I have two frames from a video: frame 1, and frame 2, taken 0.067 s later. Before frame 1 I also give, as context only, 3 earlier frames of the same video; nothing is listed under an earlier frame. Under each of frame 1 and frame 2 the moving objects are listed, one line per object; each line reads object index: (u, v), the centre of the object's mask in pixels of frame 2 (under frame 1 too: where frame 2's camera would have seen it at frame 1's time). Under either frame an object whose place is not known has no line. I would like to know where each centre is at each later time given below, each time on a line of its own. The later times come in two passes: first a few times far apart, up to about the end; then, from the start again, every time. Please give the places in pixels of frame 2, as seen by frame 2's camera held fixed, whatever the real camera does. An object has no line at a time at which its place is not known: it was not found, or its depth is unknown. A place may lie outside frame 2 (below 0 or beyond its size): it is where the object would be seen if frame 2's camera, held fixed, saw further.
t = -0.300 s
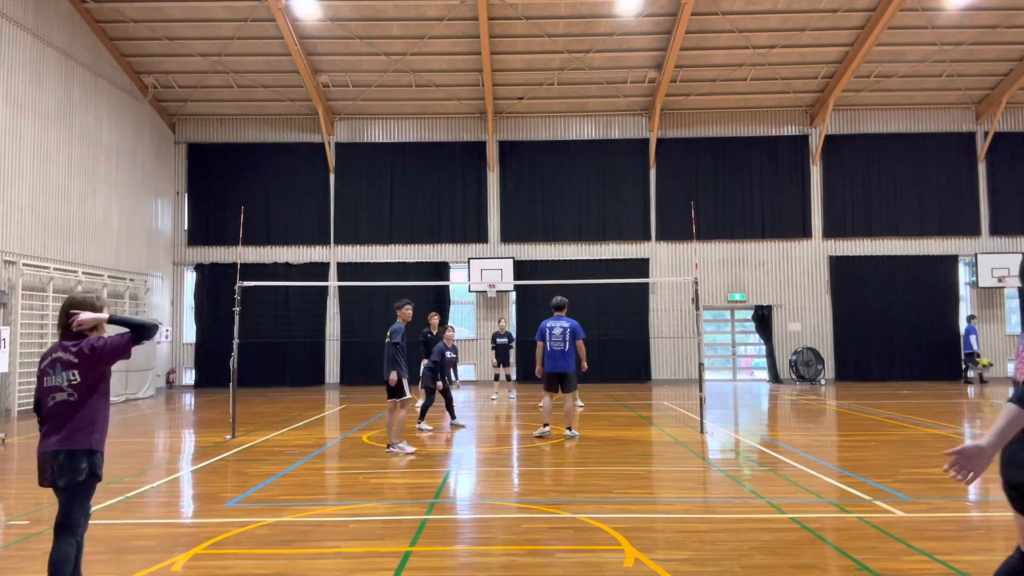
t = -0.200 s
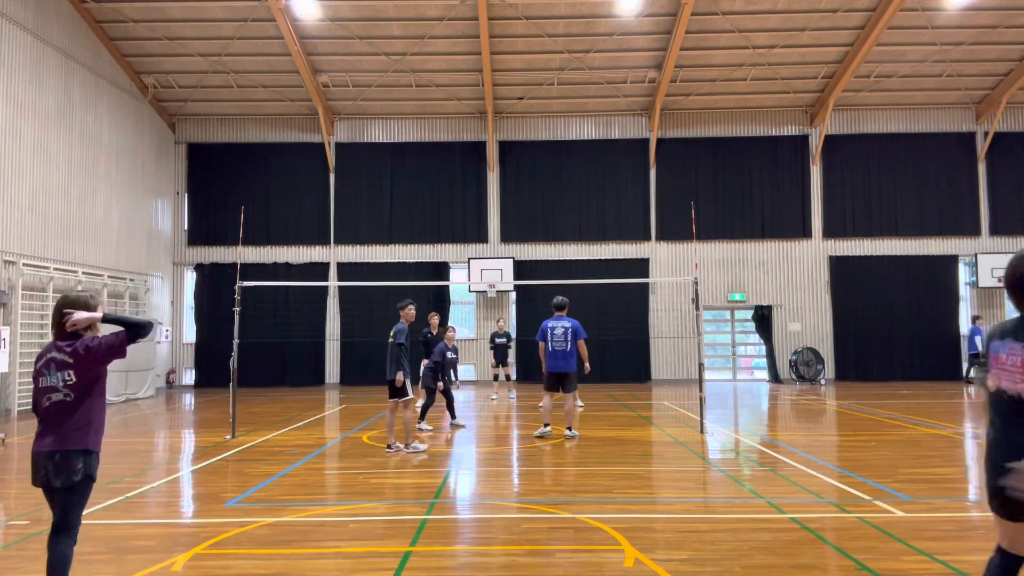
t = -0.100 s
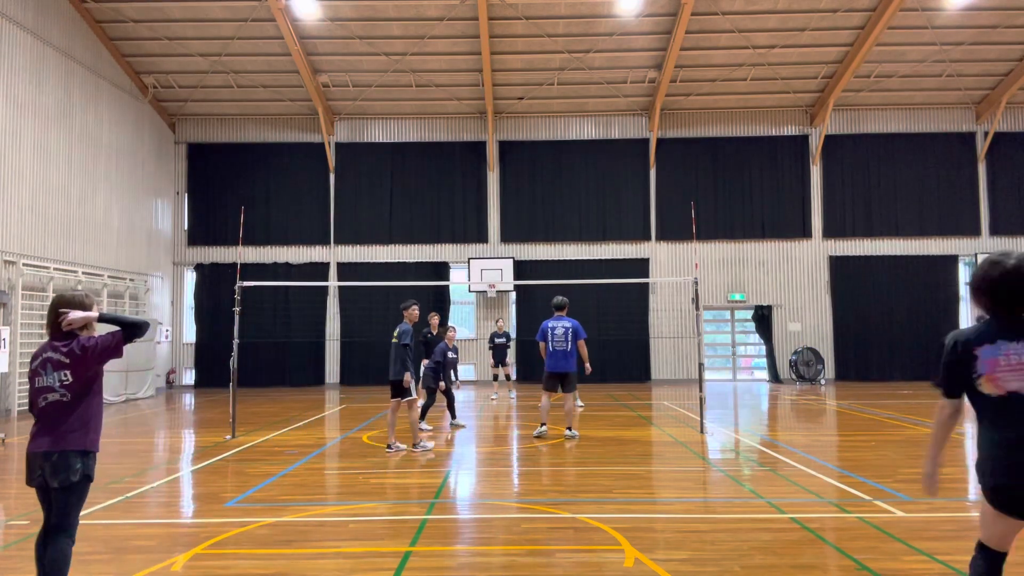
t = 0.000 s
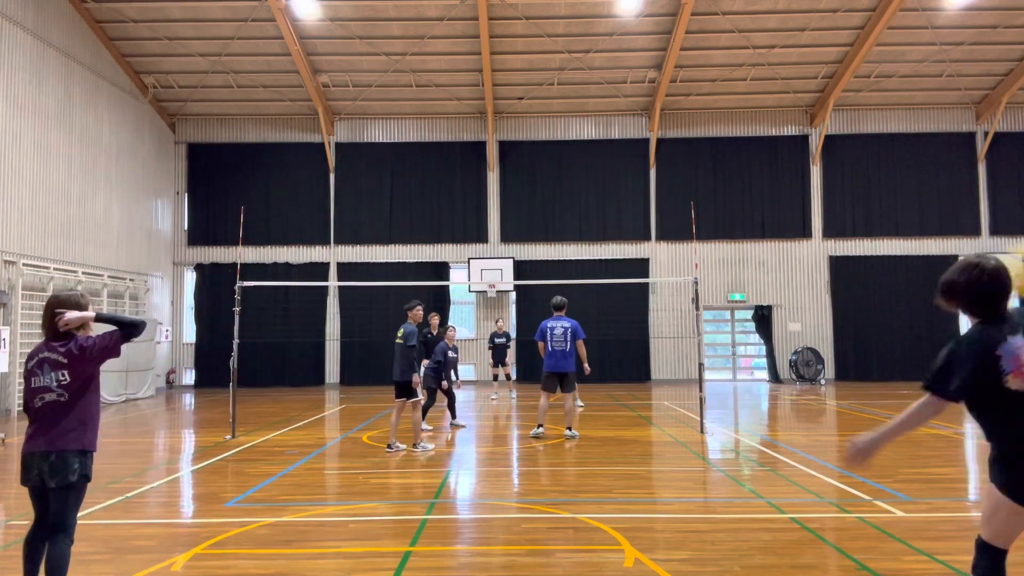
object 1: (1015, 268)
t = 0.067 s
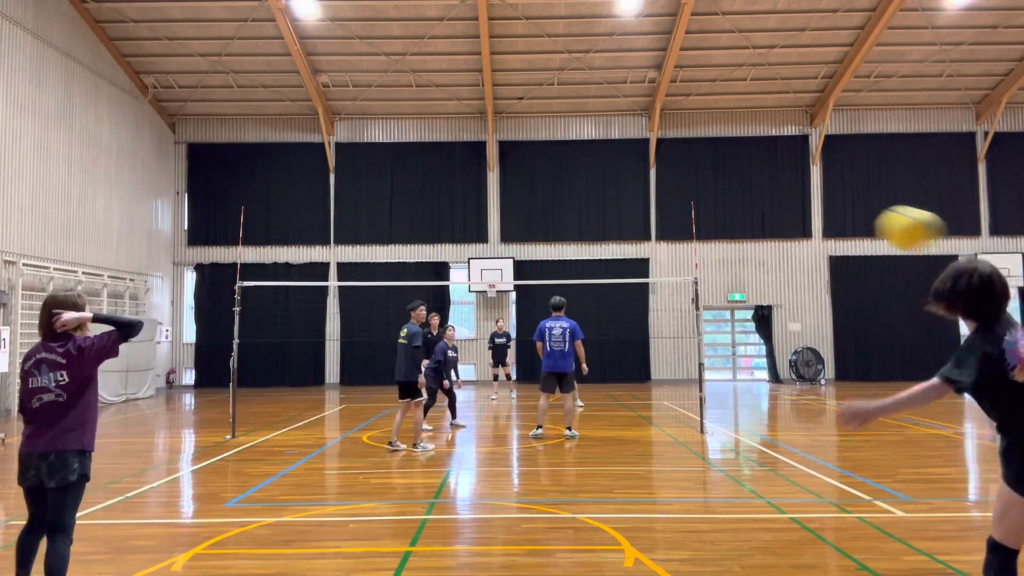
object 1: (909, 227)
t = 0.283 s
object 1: (713, 198)
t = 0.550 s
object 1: (622, 240)
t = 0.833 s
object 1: (577, 314)
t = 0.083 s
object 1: (885, 221)
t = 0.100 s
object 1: (864, 216)
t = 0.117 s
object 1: (846, 212)
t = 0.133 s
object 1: (826, 207)
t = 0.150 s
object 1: (808, 204)
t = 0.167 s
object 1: (791, 202)
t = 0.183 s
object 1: (779, 200)
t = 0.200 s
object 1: (766, 199)
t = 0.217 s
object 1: (754, 198)
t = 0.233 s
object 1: (742, 197)
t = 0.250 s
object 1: (732, 198)
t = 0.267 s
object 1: (722, 198)
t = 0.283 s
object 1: (713, 198)
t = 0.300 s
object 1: (704, 199)
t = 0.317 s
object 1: (696, 201)
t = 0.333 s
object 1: (689, 202)
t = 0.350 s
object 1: (682, 204)
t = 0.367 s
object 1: (675, 207)
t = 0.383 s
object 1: (669, 209)
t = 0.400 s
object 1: (663, 211)
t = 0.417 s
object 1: (658, 214)
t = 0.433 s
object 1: (652, 217)
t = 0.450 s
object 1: (647, 220)
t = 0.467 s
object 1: (642, 223)
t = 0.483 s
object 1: (638, 227)
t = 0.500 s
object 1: (634, 230)
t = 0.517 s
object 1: (630, 233)
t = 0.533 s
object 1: (626, 237)
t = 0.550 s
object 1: (622, 240)
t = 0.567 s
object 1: (619, 245)
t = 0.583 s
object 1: (615, 249)
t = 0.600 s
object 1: (611, 253)
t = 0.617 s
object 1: (608, 258)
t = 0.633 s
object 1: (605, 262)
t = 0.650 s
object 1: (603, 266)
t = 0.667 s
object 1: (600, 270)
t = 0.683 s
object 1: (597, 273)
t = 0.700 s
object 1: (595, 278)
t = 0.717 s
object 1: (592, 283)
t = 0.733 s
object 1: (590, 287)
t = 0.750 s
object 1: (587, 292)
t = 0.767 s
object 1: (585, 296)
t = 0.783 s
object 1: (583, 300)
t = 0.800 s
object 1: (581, 304)
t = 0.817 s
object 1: (579, 309)
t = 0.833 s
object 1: (577, 314)
